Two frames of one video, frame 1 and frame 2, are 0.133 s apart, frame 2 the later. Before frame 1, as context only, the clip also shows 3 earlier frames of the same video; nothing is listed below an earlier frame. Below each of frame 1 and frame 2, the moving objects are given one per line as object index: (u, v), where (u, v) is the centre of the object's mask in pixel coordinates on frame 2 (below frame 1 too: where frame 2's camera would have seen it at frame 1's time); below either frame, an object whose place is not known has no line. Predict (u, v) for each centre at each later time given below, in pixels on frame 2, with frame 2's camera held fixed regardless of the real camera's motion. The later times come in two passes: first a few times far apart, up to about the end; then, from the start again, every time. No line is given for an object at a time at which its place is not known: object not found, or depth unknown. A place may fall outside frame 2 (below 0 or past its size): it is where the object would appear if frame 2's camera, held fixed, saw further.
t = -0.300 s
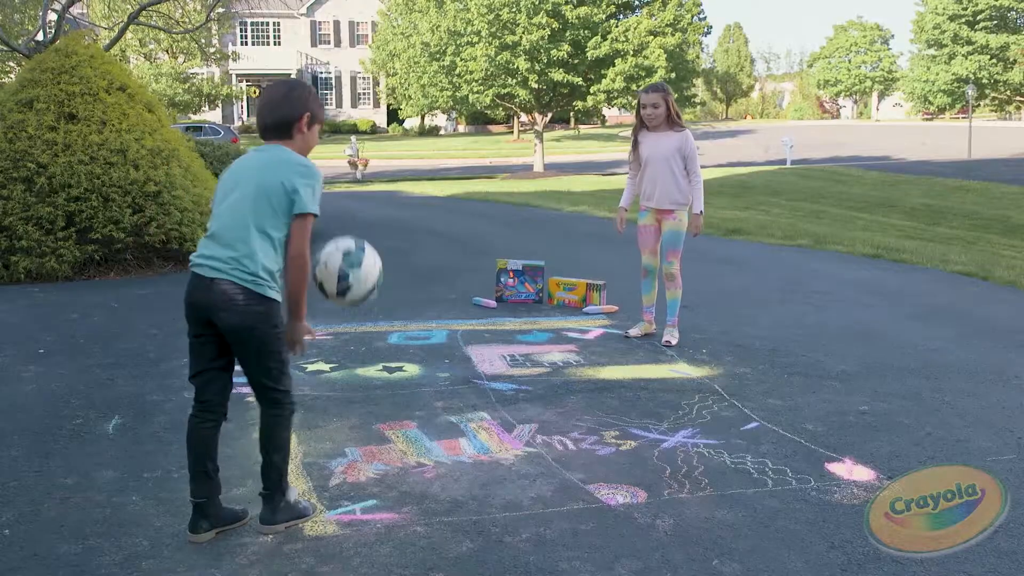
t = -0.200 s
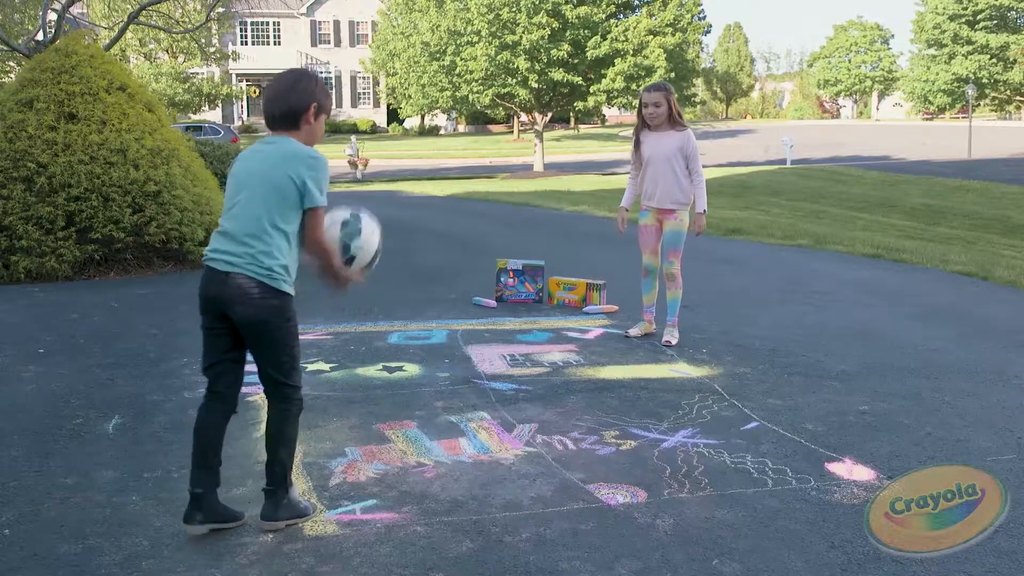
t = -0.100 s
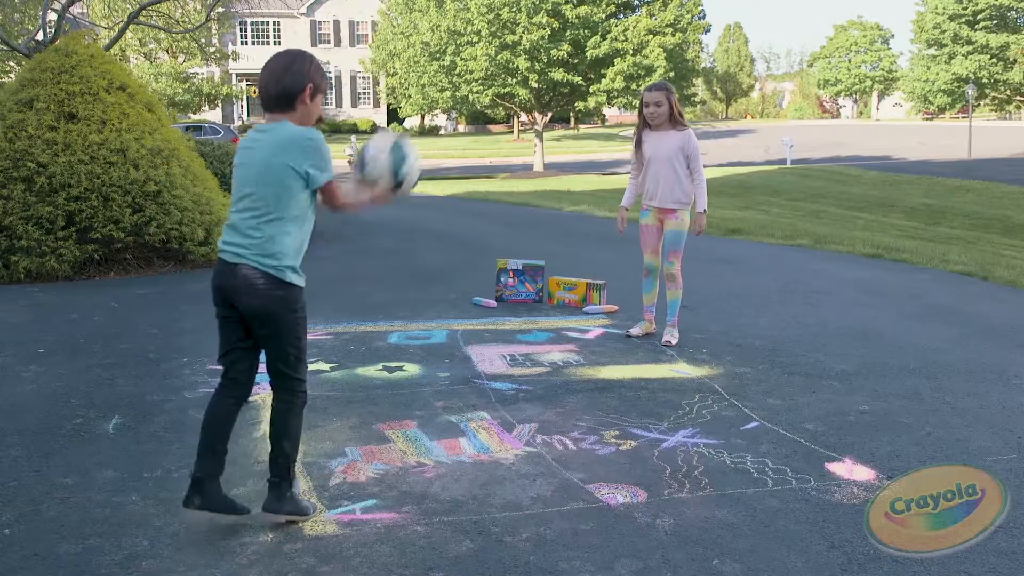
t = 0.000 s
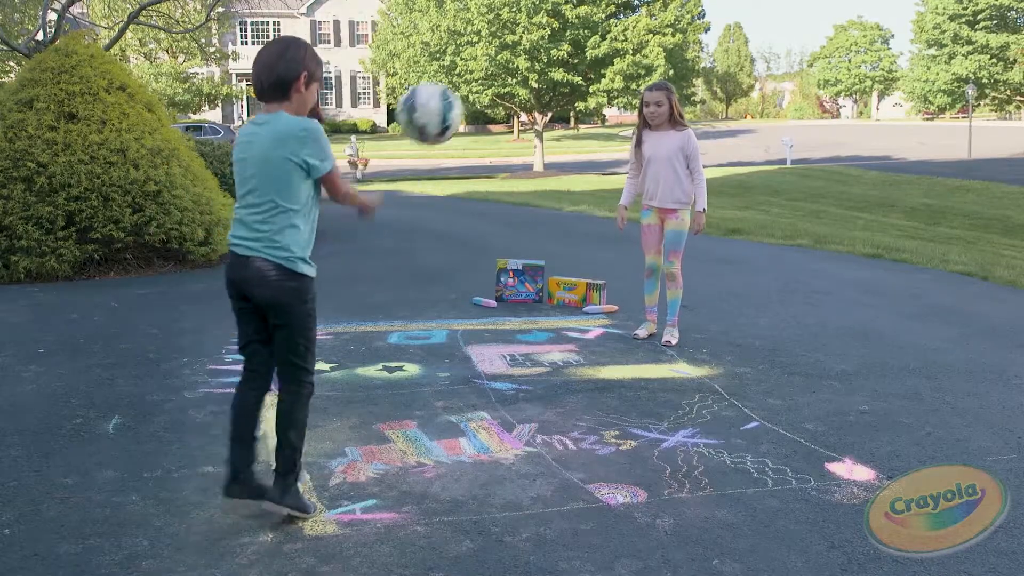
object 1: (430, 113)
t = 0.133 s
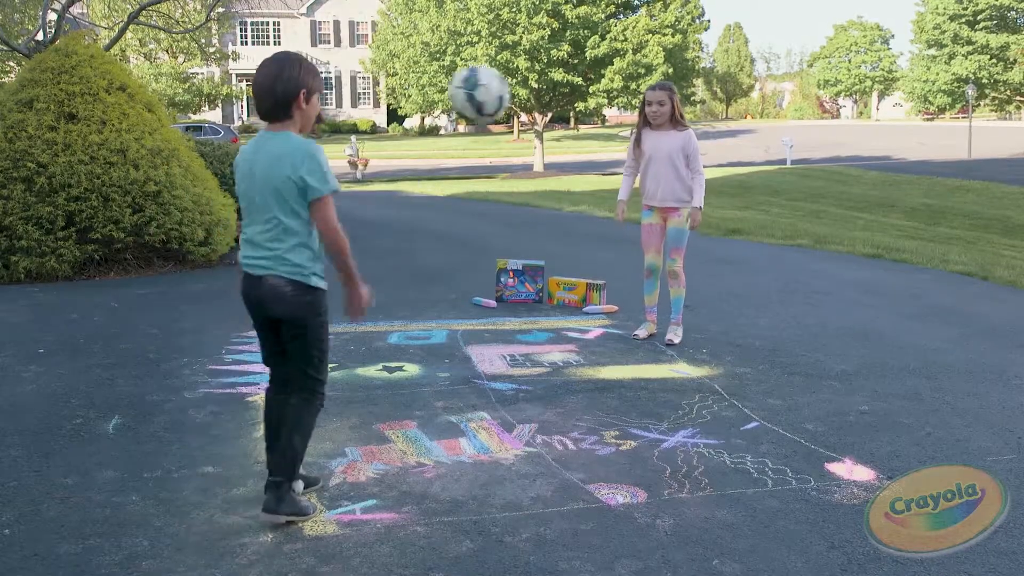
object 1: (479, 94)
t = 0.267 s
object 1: (521, 121)
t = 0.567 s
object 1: (600, 315)
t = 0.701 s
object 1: (624, 272)
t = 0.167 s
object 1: (490, 97)
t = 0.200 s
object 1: (501, 102)
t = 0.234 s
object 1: (512, 111)
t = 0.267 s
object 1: (521, 121)
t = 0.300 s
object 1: (532, 135)
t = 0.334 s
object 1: (541, 152)
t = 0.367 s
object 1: (552, 171)
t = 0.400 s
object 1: (561, 189)
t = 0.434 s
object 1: (570, 213)
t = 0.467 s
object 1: (577, 235)
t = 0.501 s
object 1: (585, 261)
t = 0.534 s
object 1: (593, 287)
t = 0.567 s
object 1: (600, 315)
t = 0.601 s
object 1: (606, 345)
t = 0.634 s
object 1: (613, 318)
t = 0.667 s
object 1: (619, 293)
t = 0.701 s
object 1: (624, 272)
